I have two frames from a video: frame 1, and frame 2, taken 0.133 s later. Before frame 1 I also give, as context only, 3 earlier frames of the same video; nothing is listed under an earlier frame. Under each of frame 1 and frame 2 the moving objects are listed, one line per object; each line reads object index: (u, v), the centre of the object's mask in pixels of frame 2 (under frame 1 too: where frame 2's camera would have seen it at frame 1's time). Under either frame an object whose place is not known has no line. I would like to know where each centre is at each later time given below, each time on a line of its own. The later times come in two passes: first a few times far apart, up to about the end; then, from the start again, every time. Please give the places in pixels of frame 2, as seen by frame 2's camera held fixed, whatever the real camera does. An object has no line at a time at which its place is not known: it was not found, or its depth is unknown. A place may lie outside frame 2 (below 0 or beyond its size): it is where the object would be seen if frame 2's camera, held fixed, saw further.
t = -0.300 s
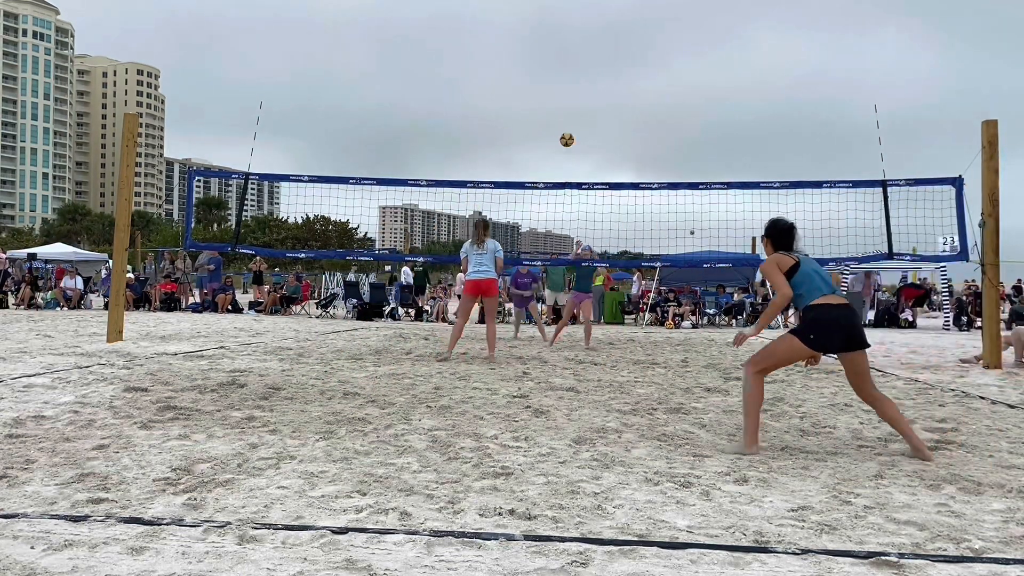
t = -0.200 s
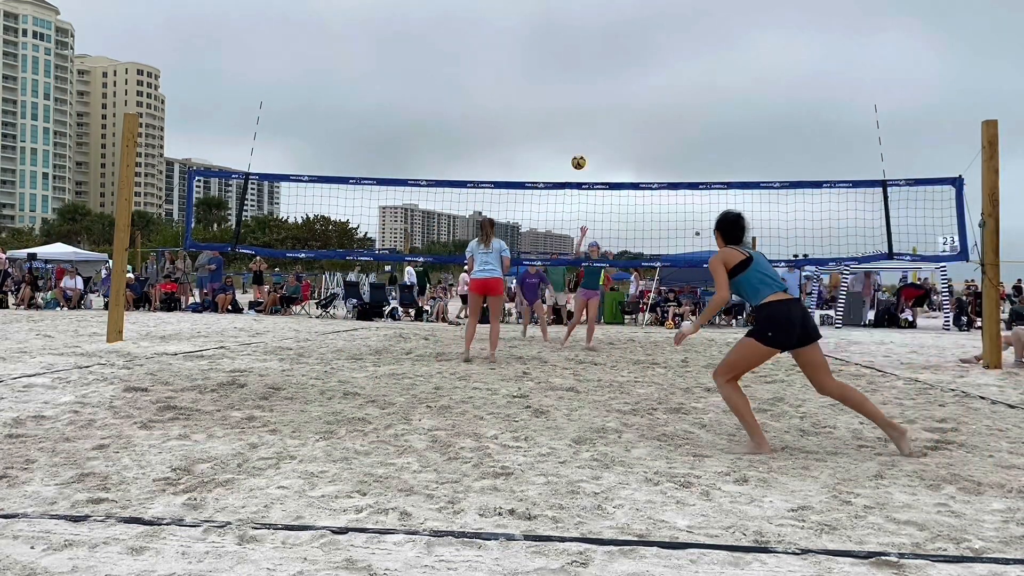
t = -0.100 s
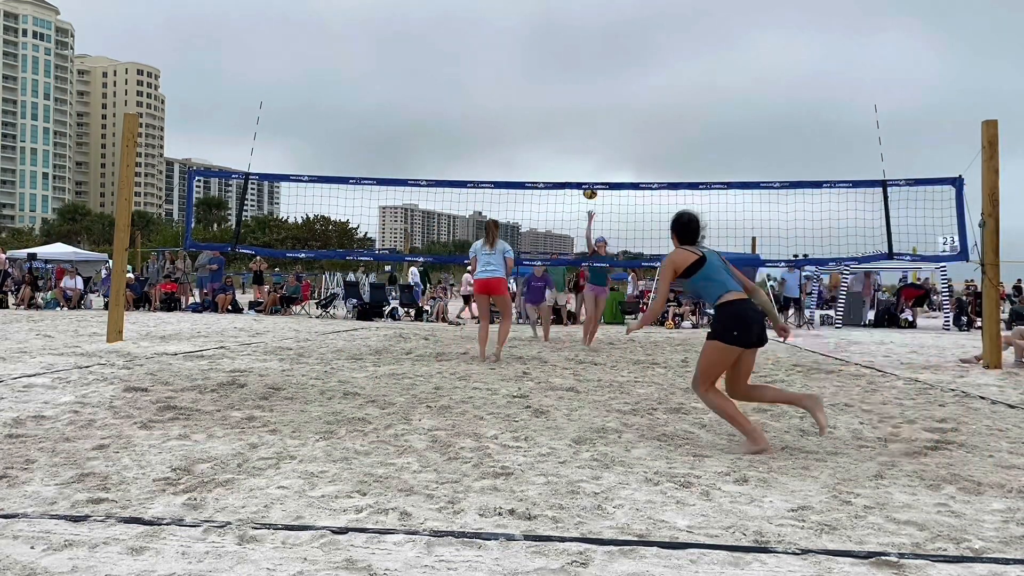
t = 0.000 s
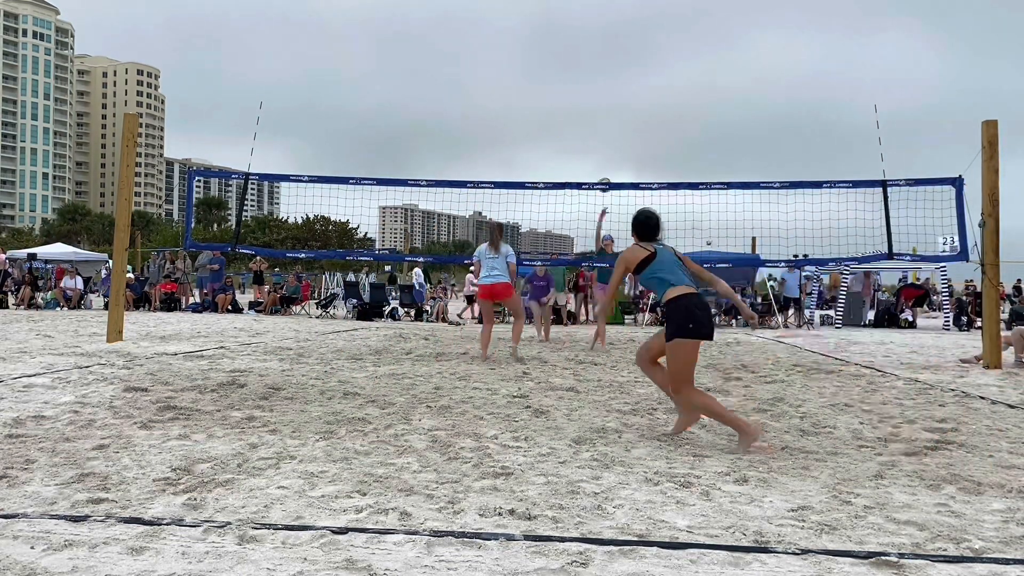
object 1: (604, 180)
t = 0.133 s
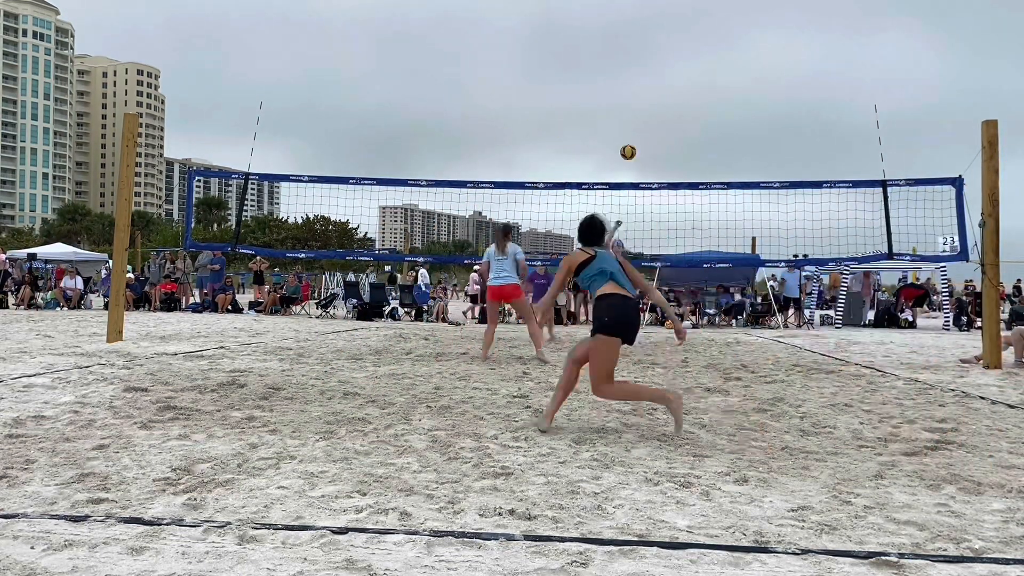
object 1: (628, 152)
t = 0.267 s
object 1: (654, 129)
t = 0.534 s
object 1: (714, 123)
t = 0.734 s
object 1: (766, 158)
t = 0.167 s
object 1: (634, 146)
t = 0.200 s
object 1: (640, 139)
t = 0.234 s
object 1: (647, 134)
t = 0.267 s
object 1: (654, 129)
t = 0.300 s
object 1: (661, 125)
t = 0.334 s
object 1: (668, 123)
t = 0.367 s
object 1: (675, 120)
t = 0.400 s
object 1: (682, 119)
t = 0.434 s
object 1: (690, 118)
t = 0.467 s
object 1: (698, 119)
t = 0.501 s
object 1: (706, 120)
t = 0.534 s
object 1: (714, 123)
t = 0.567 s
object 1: (722, 126)
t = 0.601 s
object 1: (731, 130)
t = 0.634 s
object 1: (739, 135)
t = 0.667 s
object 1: (748, 142)
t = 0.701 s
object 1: (757, 149)
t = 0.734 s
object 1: (766, 158)
